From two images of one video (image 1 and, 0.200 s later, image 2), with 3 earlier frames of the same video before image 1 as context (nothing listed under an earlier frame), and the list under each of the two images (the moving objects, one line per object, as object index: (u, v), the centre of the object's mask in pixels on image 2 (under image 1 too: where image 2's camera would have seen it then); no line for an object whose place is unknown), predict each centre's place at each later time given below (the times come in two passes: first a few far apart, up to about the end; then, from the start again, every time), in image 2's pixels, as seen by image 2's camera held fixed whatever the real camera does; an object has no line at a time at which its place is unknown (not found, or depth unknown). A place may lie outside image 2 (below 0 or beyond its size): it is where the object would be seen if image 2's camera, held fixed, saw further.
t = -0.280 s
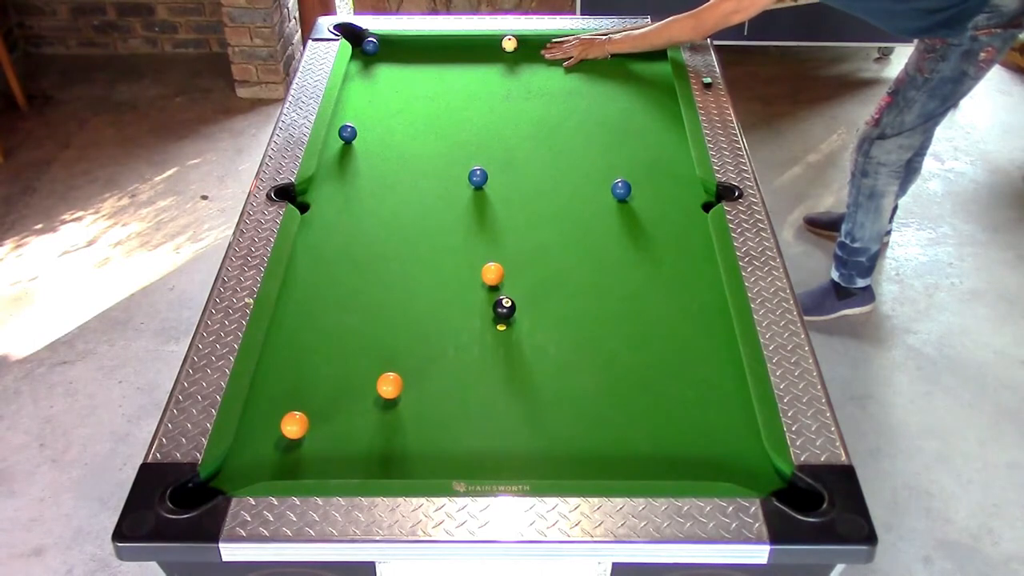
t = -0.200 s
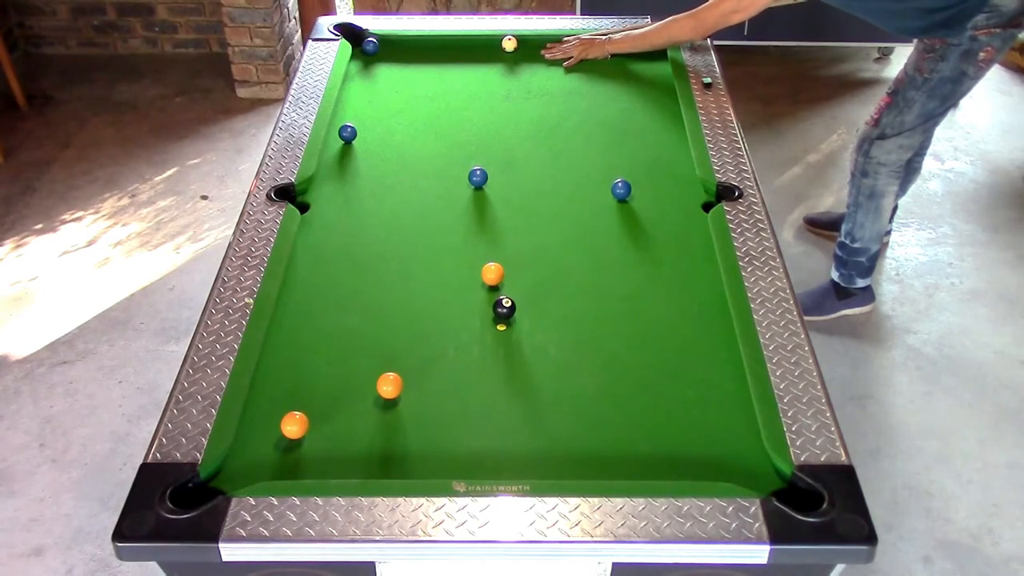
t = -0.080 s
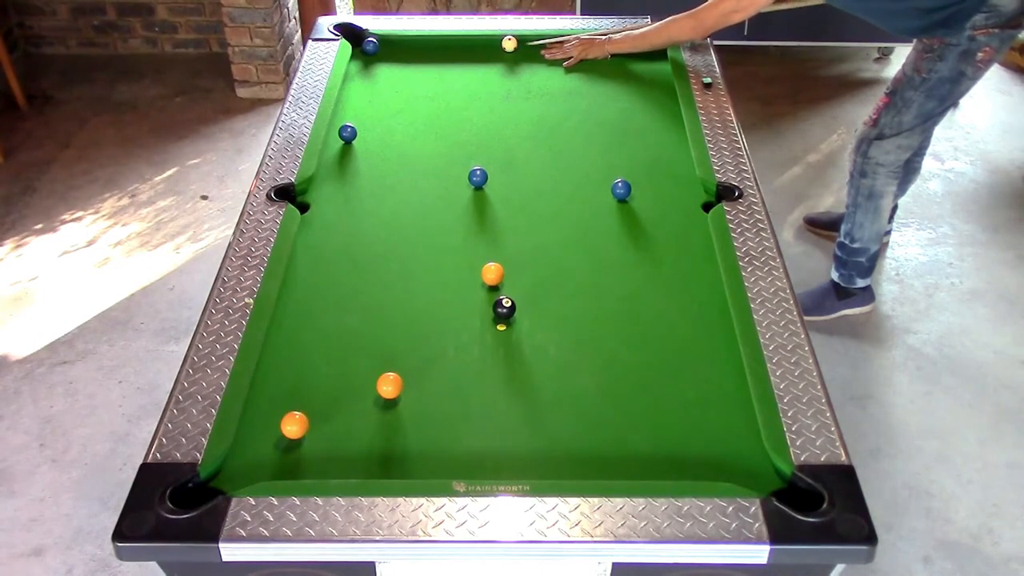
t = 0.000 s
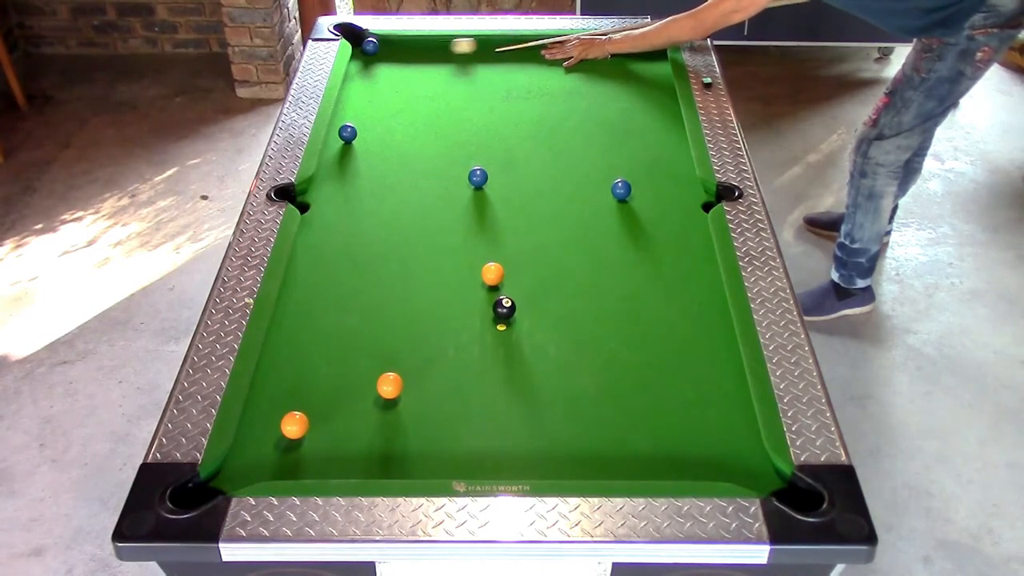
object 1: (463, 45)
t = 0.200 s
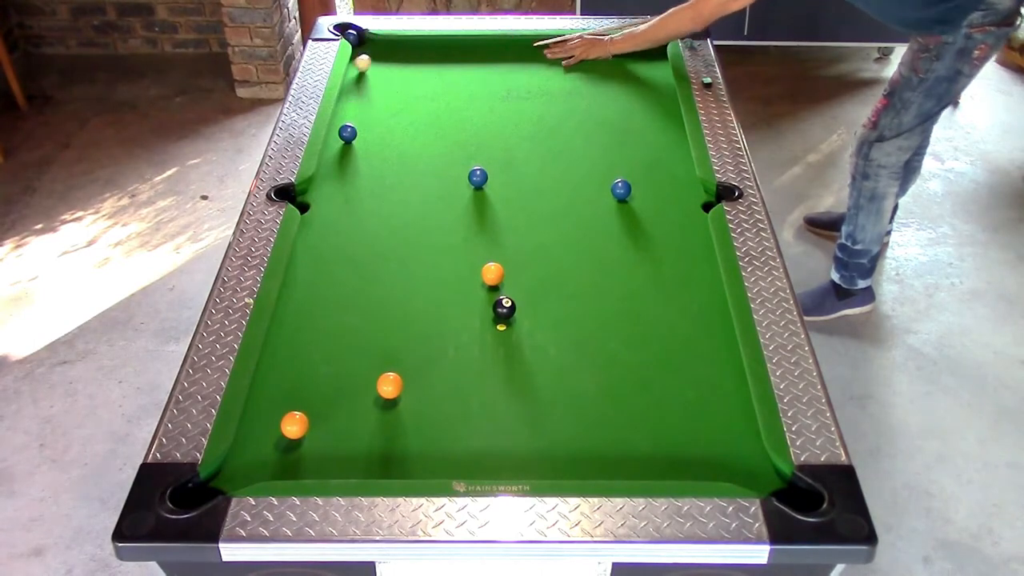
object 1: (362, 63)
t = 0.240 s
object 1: (355, 68)
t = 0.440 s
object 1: (366, 95)
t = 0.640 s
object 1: (379, 124)
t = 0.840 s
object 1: (392, 154)
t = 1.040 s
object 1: (406, 186)
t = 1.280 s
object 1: (424, 228)
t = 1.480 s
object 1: (440, 265)
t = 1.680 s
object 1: (458, 305)
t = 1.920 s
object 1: (481, 357)
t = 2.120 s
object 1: (502, 403)
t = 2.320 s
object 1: (525, 452)
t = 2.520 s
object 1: (548, 459)
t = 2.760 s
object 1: (571, 423)
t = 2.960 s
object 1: (588, 396)
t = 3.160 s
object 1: (603, 372)
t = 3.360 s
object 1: (616, 351)
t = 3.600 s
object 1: (629, 328)
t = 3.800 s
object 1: (640, 312)
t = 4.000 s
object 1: (649, 297)
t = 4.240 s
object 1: (658, 282)
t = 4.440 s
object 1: (665, 271)
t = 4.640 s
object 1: (671, 261)
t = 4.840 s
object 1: (677, 253)
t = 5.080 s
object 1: (682, 245)
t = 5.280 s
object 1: (686, 239)
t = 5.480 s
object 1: (689, 235)
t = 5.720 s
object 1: (691, 231)
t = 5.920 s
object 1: (693, 229)
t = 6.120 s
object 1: (694, 228)
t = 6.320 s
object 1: (694, 228)
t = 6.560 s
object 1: (694, 228)
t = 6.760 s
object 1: (694, 228)
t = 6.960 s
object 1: (694, 228)
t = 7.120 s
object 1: (694, 228)
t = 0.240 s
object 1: (355, 68)
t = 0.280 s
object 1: (356, 73)
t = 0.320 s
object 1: (359, 79)
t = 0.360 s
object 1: (361, 84)
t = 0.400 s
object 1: (364, 90)
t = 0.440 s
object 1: (366, 95)
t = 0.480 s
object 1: (368, 101)
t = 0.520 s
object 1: (371, 106)
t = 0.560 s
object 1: (373, 112)
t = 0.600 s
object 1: (376, 118)
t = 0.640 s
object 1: (379, 124)
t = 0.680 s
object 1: (381, 129)
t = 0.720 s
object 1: (384, 135)
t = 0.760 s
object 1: (386, 141)
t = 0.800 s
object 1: (389, 147)
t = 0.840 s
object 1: (392, 154)
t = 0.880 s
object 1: (394, 160)
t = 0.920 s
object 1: (397, 167)
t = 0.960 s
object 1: (400, 173)
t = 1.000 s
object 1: (403, 180)
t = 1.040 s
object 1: (406, 186)
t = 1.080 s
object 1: (409, 193)
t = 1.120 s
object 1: (411, 200)
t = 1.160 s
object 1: (414, 206)
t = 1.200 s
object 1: (418, 214)
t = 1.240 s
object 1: (421, 221)
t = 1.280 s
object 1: (424, 228)
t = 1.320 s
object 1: (427, 235)
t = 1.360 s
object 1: (430, 242)
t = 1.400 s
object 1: (433, 250)
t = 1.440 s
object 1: (437, 257)
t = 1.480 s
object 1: (440, 265)
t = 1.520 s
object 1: (443, 273)
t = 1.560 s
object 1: (447, 281)
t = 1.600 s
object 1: (450, 289)
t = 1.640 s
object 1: (454, 297)
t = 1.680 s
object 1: (458, 305)
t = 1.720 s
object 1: (461, 313)
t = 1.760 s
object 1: (465, 322)
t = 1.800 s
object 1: (469, 330)
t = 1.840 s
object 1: (473, 339)
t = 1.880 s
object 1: (477, 348)
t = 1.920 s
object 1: (481, 357)
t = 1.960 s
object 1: (485, 366)
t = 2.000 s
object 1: (489, 375)
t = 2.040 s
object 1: (494, 384)
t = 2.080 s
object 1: (498, 393)
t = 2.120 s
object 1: (502, 403)
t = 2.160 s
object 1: (507, 412)
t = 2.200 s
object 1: (511, 422)
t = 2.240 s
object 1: (516, 432)
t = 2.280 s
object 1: (520, 442)
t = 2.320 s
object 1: (525, 452)
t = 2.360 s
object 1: (529, 461)
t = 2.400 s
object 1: (534, 469)
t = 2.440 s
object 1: (539, 469)
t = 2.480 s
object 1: (544, 464)
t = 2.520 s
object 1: (548, 459)
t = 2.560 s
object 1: (552, 453)
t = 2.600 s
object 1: (556, 447)
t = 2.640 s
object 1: (560, 441)
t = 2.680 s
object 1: (564, 435)
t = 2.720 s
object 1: (568, 429)
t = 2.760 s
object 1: (571, 423)
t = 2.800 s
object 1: (575, 418)
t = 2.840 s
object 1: (578, 412)
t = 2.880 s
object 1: (582, 407)
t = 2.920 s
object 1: (585, 402)
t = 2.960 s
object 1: (588, 396)
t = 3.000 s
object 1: (591, 391)
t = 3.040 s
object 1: (594, 387)
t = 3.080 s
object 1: (597, 382)
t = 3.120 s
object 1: (600, 377)
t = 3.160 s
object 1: (603, 372)
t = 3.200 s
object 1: (606, 368)
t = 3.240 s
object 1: (608, 364)
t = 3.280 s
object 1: (611, 359)
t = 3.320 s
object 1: (614, 355)
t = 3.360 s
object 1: (616, 351)
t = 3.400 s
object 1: (618, 347)
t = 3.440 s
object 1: (620, 343)
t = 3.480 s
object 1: (623, 339)
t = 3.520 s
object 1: (625, 336)
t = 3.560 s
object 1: (627, 332)
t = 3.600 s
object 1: (629, 328)
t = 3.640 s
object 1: (632, 325)
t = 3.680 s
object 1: (634, 321)
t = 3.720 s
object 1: (636, 318)
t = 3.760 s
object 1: (638, 315)
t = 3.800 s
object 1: (640, 312)
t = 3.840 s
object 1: (641, 309)
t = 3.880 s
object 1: (643, 306)
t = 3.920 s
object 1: (645, 303)
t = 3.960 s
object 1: (647, 300)
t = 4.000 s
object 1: (649, 297)
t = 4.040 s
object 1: (650, 295)
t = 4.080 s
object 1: (652, 292)
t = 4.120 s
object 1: (654, 289)
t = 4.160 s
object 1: (655, 287)
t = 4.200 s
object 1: (657, 284)
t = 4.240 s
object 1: (658, 282)
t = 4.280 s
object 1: (660, 280)
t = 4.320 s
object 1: (661, 278)
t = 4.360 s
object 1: (662, 275)
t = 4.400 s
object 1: (664, 273)
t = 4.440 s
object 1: (665, 271)
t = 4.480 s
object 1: (666, 269)
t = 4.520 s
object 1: (667, 267)
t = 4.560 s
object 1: (669, 265)
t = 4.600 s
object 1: (670, 263)
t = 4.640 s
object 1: (671, 261)
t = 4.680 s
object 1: (672, 260)
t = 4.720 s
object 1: (673, 258)
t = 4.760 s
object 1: (674, 256)
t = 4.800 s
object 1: (676, 255)
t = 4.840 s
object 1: (677, 253)
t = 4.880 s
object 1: (678, 252)
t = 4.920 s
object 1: (679, 250)
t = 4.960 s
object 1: (679, 249)
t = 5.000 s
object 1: (680, 247)
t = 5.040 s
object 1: (681, 246)
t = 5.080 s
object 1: (682, 245)
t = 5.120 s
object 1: (683, 244)
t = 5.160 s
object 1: (683, 243)
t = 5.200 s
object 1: (684, 241)
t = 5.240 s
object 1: (685, 240)
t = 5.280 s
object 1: (686, 239)
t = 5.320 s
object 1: (686, 238)
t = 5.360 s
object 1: (687, 238)
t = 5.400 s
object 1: (688, 237)
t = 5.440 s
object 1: (688, 236)
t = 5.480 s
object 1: (689, 235)
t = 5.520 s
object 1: (690, 234)
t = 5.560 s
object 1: (690, 234)
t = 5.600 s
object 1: (690, 233)
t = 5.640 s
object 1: (691, 232)
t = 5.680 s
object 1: (691, 232)
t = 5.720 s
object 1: (691, 231)
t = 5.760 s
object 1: (692, 230)
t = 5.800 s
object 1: (692, 230)
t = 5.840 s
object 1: (692, 230)
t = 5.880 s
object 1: (692, 229)
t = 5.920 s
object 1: (693, 229)
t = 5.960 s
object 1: (693, 229)
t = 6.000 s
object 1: (693, 229)
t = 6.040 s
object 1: (693, 228)
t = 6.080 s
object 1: (694, 228)
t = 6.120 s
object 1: (694, 228)
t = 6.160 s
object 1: (694, 228)
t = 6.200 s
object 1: (694, 228)
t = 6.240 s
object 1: (694, 226)
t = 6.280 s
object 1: (694, 228)
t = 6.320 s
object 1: (694, 228)
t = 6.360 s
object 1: (693, 228)
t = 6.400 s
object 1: (694, 228)
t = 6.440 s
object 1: (694, 228)
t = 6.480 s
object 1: (694, 228)
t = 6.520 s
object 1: (694, 228)
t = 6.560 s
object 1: (694, 228)
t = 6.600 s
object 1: (694, 228)
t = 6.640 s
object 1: (694, 228)
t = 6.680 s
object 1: (694, 228)
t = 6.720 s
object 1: (694, 228)
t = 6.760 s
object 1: (694, 228)
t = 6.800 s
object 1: (694, 228)
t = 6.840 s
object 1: (694, 228)
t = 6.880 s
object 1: (694, 228)
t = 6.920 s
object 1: (694, 228)
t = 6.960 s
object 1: (694, 228)
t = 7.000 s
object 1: (694, 228)
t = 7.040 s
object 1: (694, 228)
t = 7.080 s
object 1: (694, 228)
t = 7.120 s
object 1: (694, 228)
